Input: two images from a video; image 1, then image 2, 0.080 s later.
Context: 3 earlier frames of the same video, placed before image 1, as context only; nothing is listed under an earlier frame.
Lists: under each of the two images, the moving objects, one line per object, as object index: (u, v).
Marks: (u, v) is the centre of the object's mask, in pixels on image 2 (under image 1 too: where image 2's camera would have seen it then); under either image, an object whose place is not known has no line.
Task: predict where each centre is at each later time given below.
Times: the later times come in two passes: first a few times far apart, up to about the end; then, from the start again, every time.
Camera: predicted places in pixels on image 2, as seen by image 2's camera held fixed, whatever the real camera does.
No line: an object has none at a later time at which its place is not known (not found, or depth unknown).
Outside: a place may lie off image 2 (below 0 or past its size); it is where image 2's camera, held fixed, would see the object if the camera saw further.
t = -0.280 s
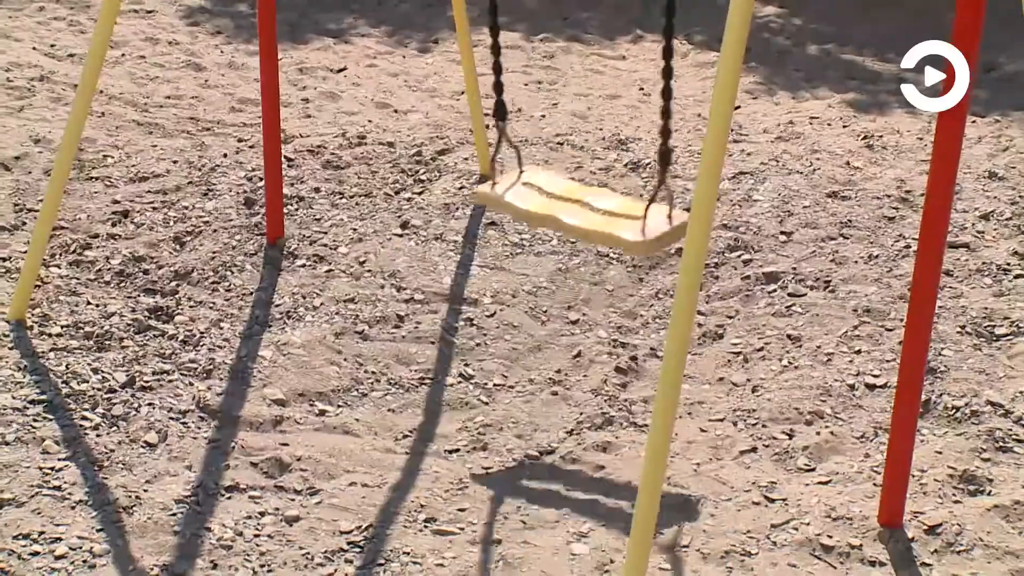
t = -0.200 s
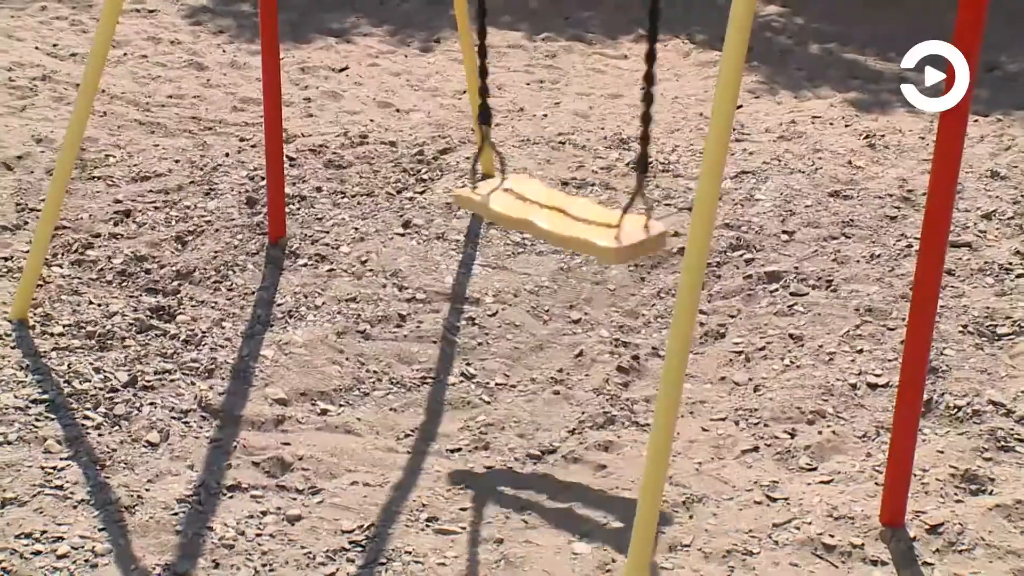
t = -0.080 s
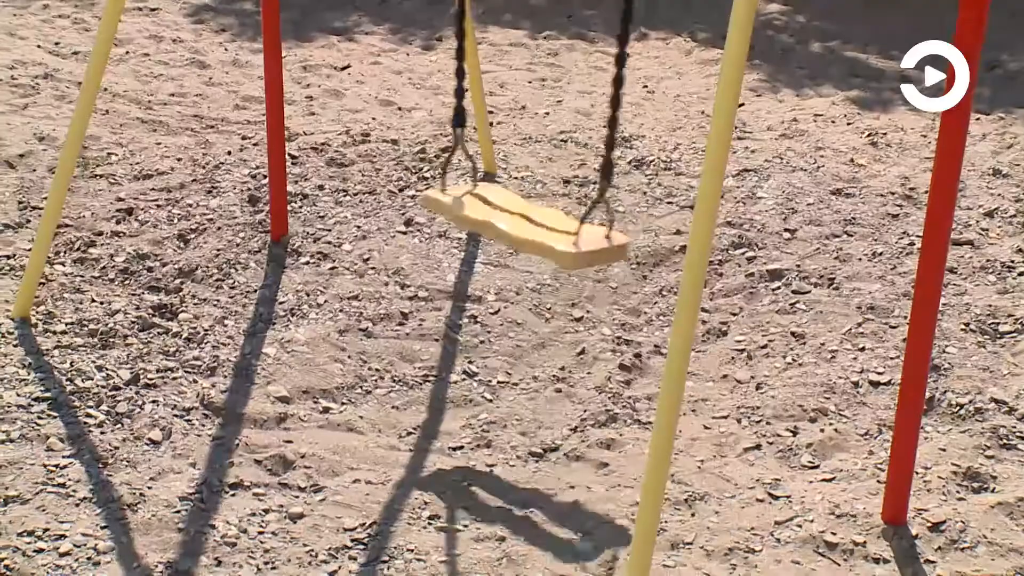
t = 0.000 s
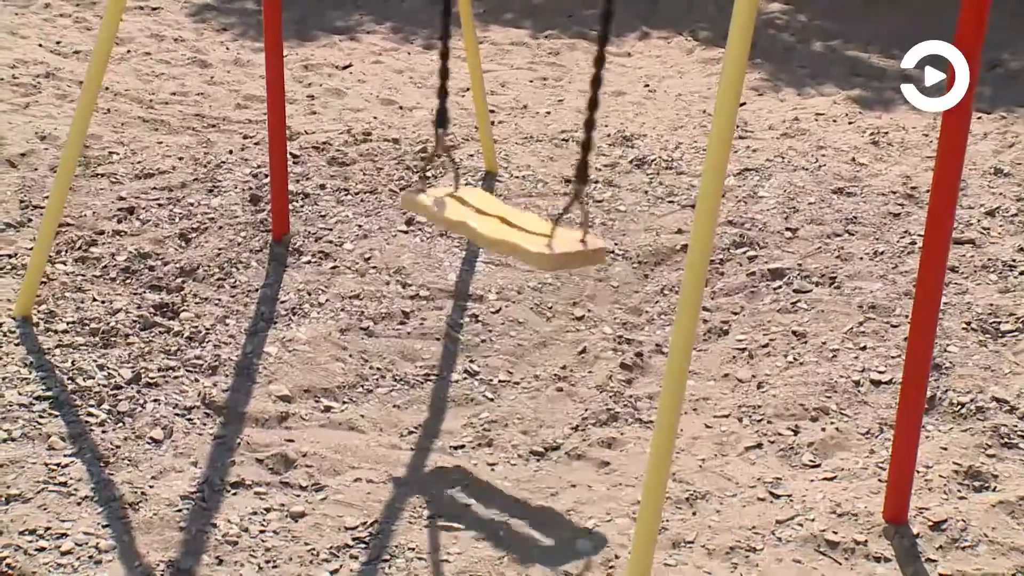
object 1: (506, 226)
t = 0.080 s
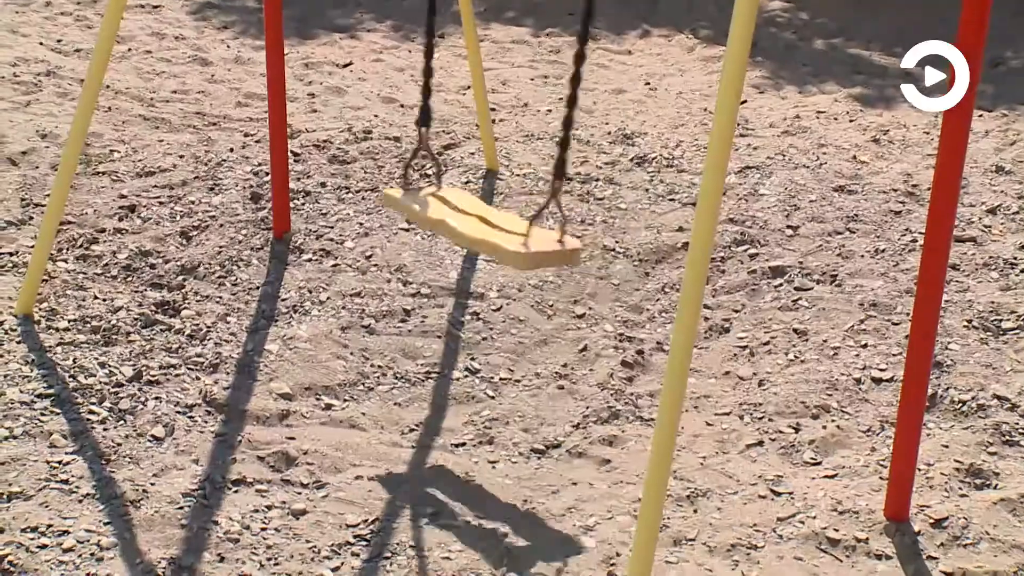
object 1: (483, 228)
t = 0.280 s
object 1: (443, 225)
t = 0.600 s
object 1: (454, 218)
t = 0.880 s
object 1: (528, 204)
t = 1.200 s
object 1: (611, 178)
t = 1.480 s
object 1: (637, 163)
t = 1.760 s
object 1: (623, 182)
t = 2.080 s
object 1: (546, 212)
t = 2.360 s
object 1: (465, 222)
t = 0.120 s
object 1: (474, 228)
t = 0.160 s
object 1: (464, 228)
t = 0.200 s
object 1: (456, 227)
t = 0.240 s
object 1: (450, 226)
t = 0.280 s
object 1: (443, 225)
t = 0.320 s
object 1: (441, 225)
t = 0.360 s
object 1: (438, 224)
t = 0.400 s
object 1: (437, 223)
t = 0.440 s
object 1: (437, 223)
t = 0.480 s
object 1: (440, 222)
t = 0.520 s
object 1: (443, 220)
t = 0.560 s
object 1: (448, 219)
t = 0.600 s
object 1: (454, 218)
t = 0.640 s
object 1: (462, 216)
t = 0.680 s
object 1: (470, 215)
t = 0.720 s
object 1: (482, 213)
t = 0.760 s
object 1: (492, 211)
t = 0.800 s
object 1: (503, 208)
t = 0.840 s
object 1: (516, 206)
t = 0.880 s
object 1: (528, 204)
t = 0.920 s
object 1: (542, 201)
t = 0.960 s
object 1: (552, 198)
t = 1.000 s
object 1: (564, 195)
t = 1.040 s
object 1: (576, 191)
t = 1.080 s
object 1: (588, 188)
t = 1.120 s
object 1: (596, 185)
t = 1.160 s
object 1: (604, 181)
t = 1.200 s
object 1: (611, 178)
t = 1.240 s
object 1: (616, 174)
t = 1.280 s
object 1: (620, 171)
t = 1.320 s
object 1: (626, 168)
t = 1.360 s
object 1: (630, 166)
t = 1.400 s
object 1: (633, 164)
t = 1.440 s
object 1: (635, 163)
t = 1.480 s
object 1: (637, 163)
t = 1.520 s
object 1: (637, 163)
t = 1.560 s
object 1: (637, 165)
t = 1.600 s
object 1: (636, 167)
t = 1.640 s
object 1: (633, 170)
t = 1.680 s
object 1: (630, 173)
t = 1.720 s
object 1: (626, 178)
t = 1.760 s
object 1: (623, 182)
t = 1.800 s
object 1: (618, 186)
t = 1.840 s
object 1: (611, 191)
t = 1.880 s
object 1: (604, 195)
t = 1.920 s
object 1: (596, 199)
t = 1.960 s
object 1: (584, 203)
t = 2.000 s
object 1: (573, 206)
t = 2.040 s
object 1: (561, 209)
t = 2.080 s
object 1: (546, 212)
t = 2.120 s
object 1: (535, 214)
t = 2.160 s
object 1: (522, 216)
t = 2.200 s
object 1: (508, 218)
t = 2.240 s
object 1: (497, 220)
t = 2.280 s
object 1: (486, 220)
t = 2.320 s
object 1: (474, 221)
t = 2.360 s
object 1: (465, 222)
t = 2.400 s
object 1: (457, 222)
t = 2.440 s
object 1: (451, 221)
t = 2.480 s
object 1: (444, 221)
